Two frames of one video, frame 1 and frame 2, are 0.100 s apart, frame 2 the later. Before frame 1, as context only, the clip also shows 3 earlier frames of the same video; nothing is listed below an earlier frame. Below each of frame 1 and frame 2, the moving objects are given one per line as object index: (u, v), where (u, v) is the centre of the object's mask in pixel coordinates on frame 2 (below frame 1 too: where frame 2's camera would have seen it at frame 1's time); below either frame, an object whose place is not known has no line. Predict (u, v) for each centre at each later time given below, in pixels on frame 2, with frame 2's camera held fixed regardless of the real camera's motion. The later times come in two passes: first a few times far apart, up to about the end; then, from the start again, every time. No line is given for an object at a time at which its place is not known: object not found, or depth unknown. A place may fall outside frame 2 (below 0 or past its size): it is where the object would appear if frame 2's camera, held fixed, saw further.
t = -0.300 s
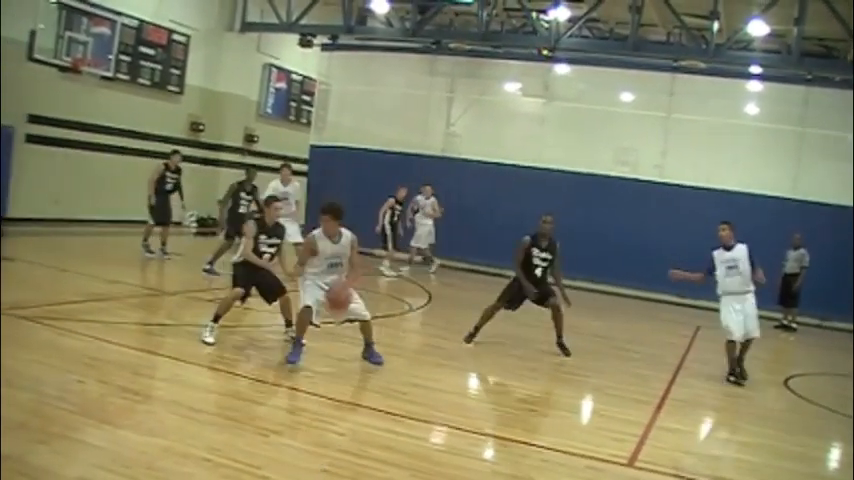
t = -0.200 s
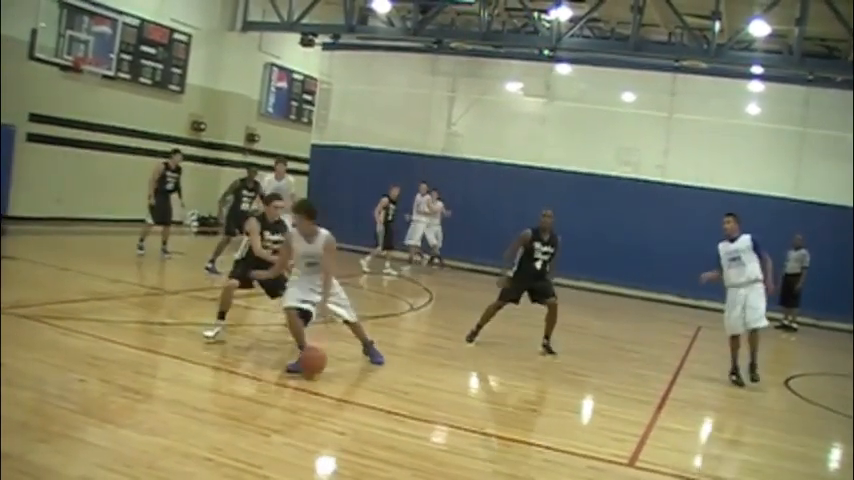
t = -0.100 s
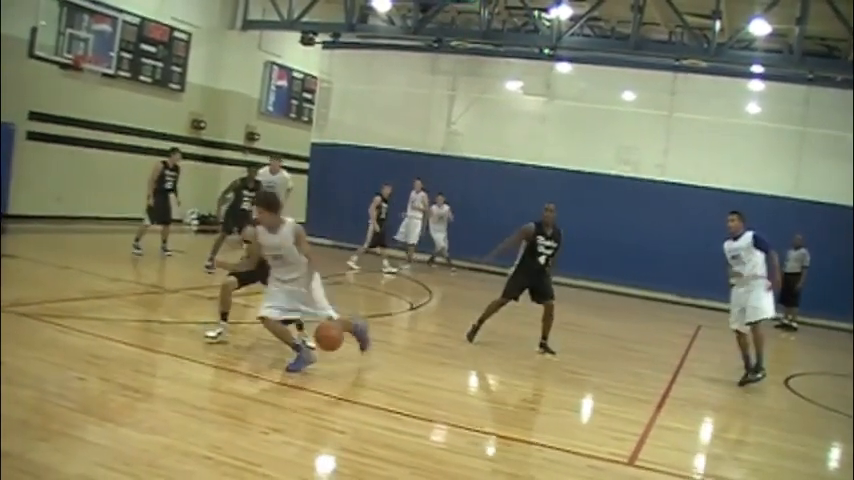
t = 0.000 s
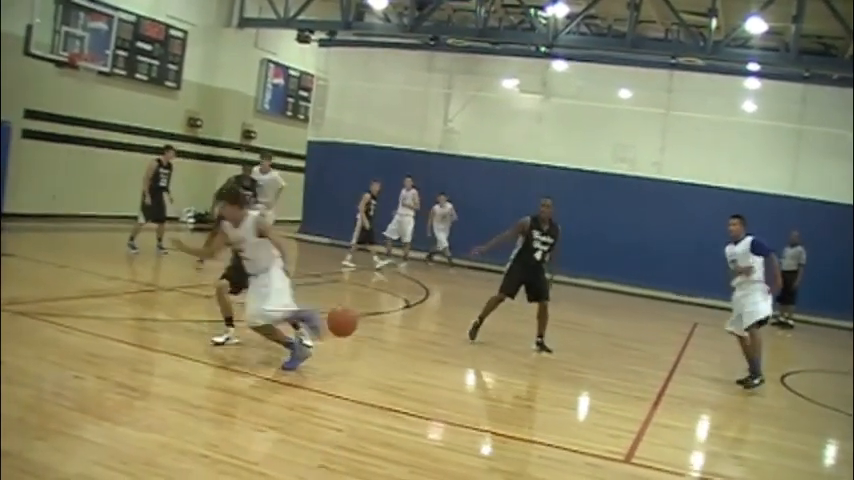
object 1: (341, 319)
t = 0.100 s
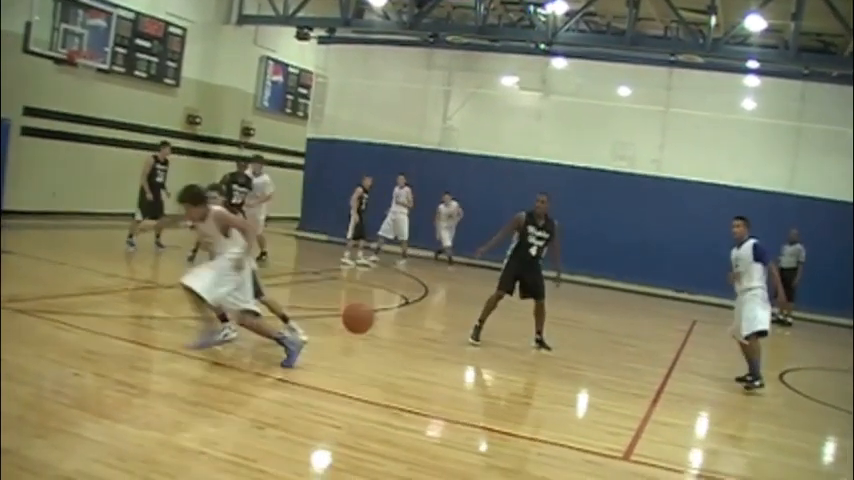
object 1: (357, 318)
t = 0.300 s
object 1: (390, 359)
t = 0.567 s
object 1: (442, 393)
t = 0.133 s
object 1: (363, 320)
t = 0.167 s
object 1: (369, 324)
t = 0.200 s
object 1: (375, 331)
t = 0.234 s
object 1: (380, 338)
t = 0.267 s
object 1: (385, 347)
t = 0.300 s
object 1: (390, 359)
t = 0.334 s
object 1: (395, 371)
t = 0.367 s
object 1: (400, 385)
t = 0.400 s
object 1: (405, 402)
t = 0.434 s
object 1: (411, 418)
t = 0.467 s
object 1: (419, 411)
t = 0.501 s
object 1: (427, 404)
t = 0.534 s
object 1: (434, 398)
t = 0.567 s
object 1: (442, 393)
